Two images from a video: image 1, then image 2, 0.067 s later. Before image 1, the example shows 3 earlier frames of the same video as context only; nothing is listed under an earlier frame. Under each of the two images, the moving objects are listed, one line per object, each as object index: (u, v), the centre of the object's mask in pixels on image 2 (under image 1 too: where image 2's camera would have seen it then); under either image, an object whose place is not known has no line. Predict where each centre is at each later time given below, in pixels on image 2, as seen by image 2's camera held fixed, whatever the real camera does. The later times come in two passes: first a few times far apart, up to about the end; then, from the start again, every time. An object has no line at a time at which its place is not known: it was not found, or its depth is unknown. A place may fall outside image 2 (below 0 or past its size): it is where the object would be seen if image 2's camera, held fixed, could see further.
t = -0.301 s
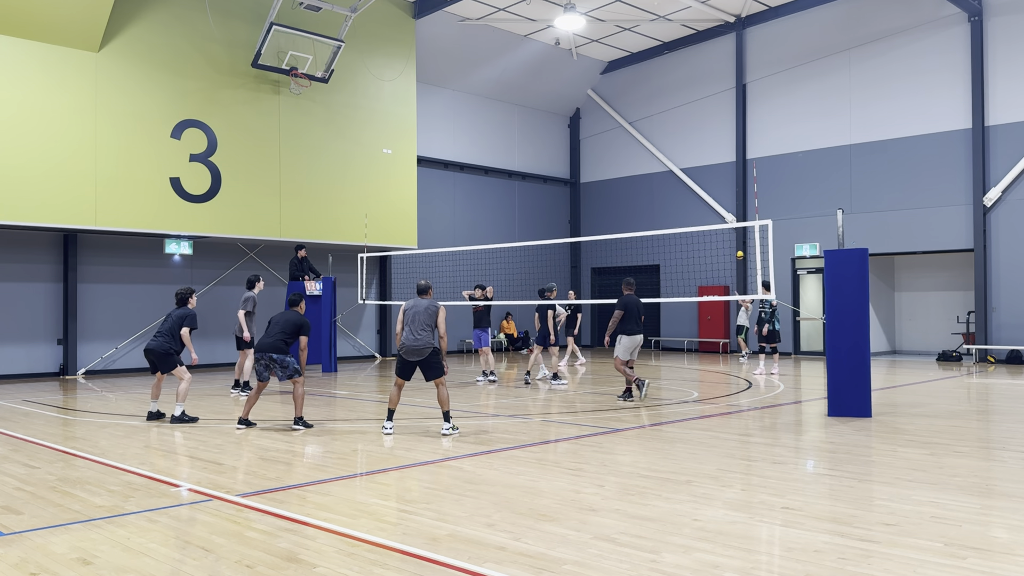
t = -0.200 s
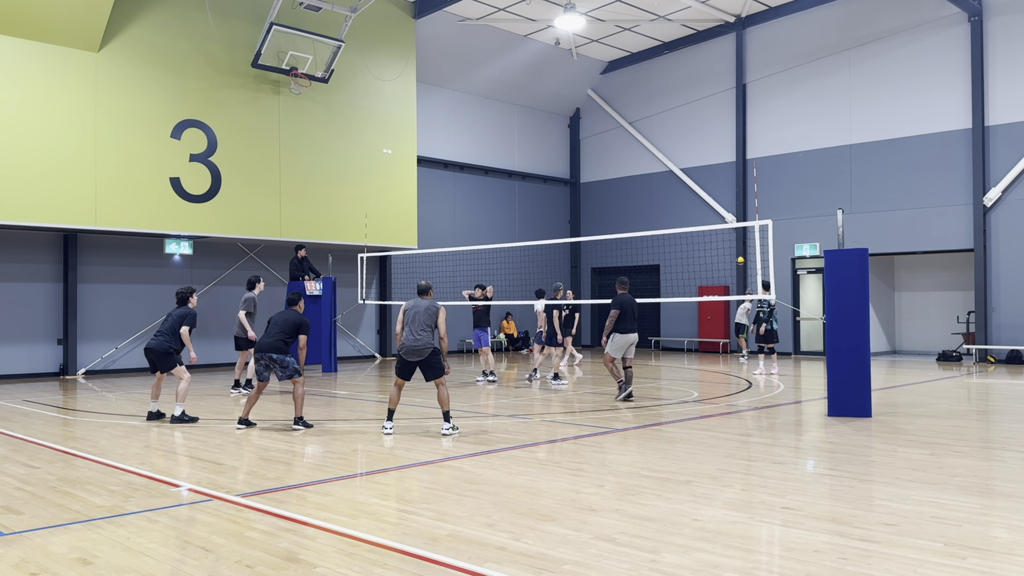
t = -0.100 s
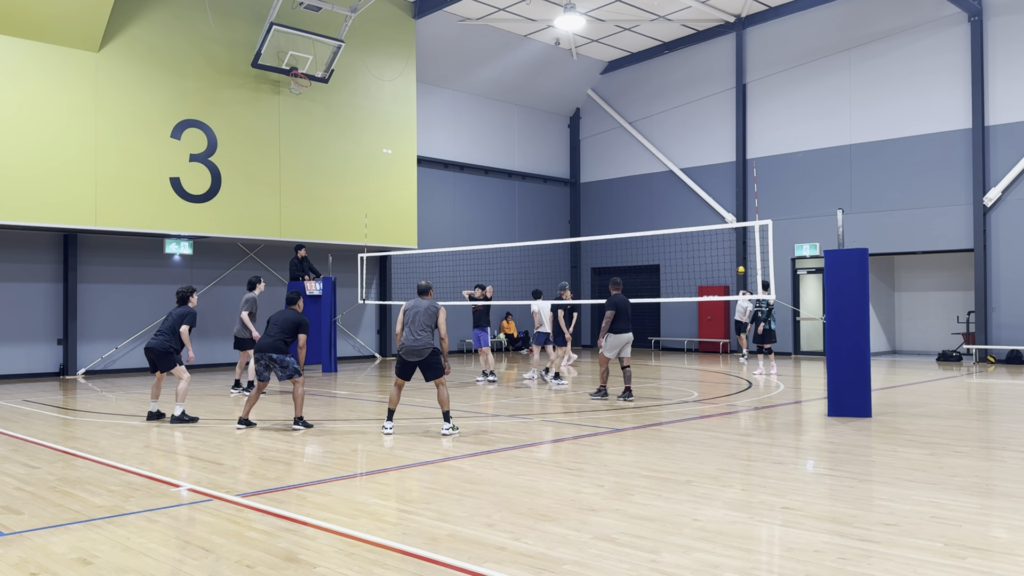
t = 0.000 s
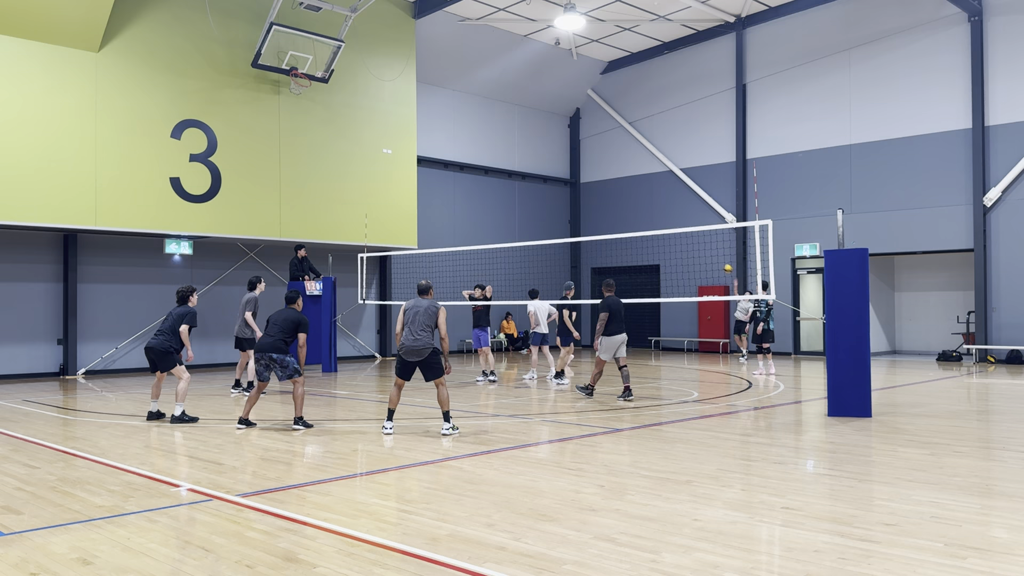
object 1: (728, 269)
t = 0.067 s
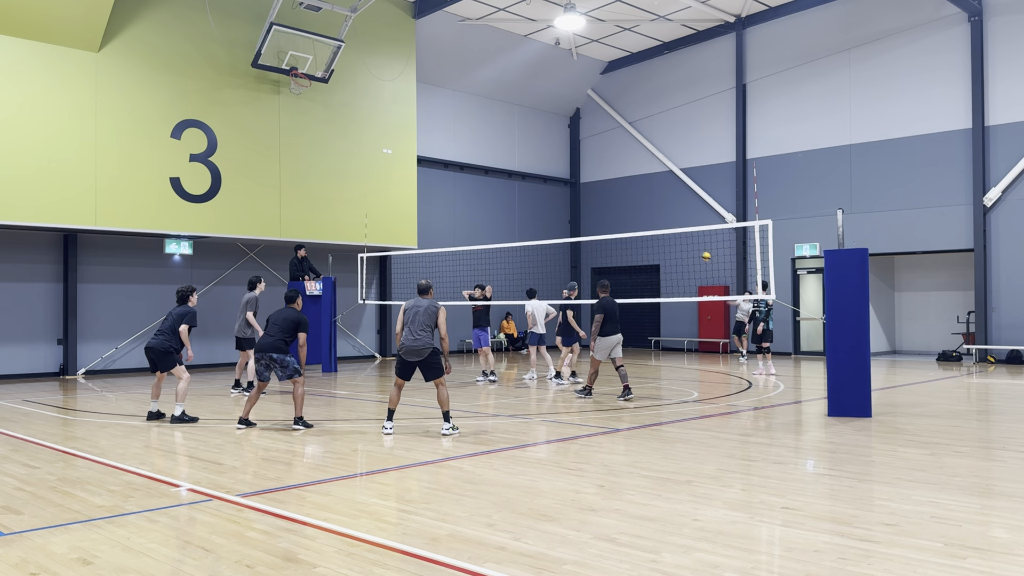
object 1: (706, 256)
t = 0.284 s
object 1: (630, 225)
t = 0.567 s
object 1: (512, 210)
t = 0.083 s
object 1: (701, 253)
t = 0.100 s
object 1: (695, 251)
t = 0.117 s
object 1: (689, 248)
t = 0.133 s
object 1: (684, 246)
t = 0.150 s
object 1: (678, 243)
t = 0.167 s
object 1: (672, 240)
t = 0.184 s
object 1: (666, 238)
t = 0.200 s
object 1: (661, 237)
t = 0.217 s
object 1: (654, 234)
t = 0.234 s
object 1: (648, 229)
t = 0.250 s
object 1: (642, 228)
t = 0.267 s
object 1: (636, 227)
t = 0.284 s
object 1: (630, 225)
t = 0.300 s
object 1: (623, 224)
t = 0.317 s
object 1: (617, 222)
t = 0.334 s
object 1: (610, 220)
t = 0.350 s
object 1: (604, 219)
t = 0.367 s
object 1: (597, 217)
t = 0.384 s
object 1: (590, 216)
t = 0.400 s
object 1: (583, 215)
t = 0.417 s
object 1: (576, 214)
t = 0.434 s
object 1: (569, 213)
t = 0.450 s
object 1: (562, 211)
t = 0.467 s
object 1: (555, 211)
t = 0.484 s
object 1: (548, 210)
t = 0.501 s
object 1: (541, 210)
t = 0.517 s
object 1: (533, 210)
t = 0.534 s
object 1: (526, 210)
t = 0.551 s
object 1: (519, 210)
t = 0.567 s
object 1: (512, 210)
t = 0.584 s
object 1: (504, 210)
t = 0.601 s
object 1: (497, 210)
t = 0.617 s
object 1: (489, 211)
